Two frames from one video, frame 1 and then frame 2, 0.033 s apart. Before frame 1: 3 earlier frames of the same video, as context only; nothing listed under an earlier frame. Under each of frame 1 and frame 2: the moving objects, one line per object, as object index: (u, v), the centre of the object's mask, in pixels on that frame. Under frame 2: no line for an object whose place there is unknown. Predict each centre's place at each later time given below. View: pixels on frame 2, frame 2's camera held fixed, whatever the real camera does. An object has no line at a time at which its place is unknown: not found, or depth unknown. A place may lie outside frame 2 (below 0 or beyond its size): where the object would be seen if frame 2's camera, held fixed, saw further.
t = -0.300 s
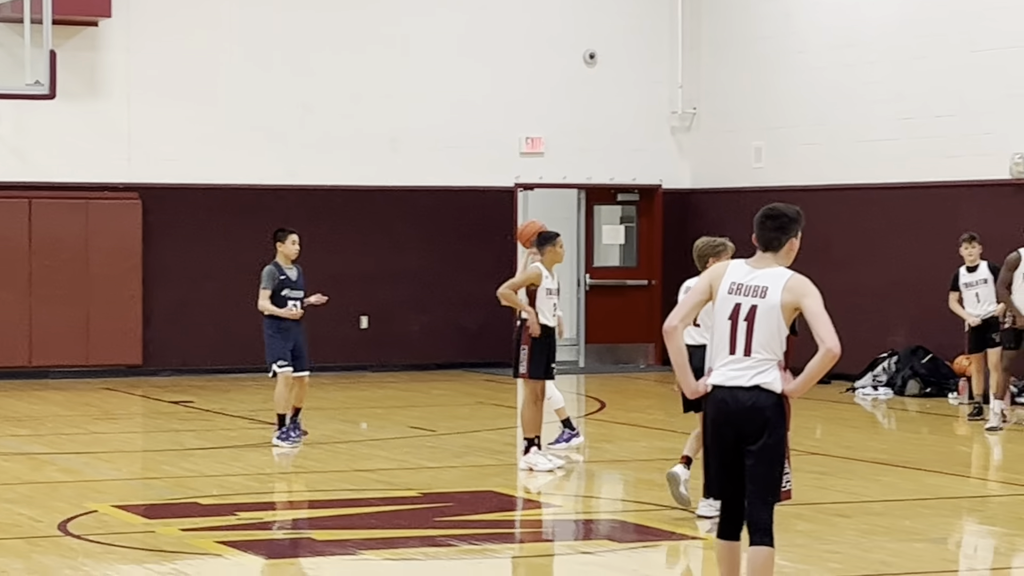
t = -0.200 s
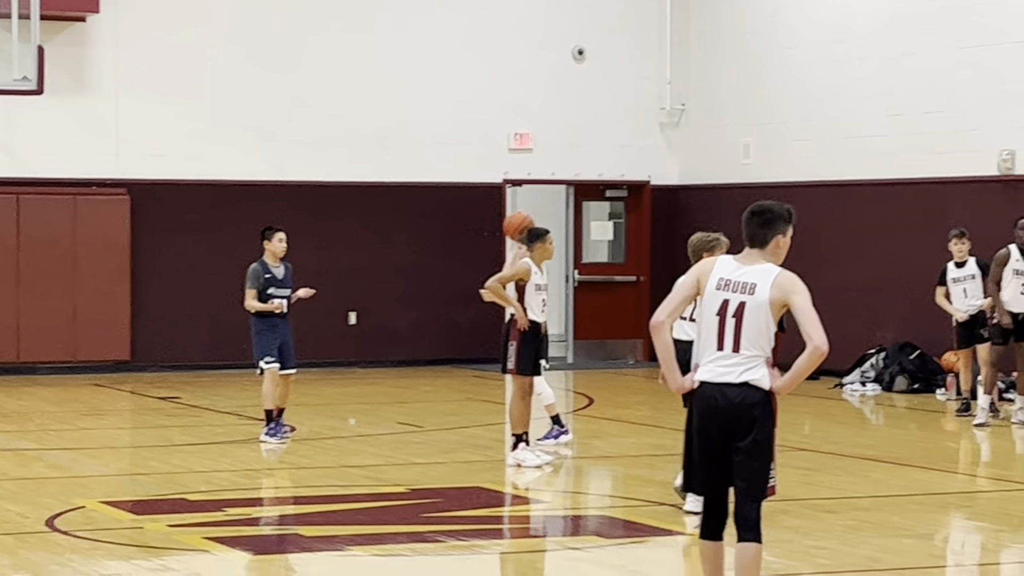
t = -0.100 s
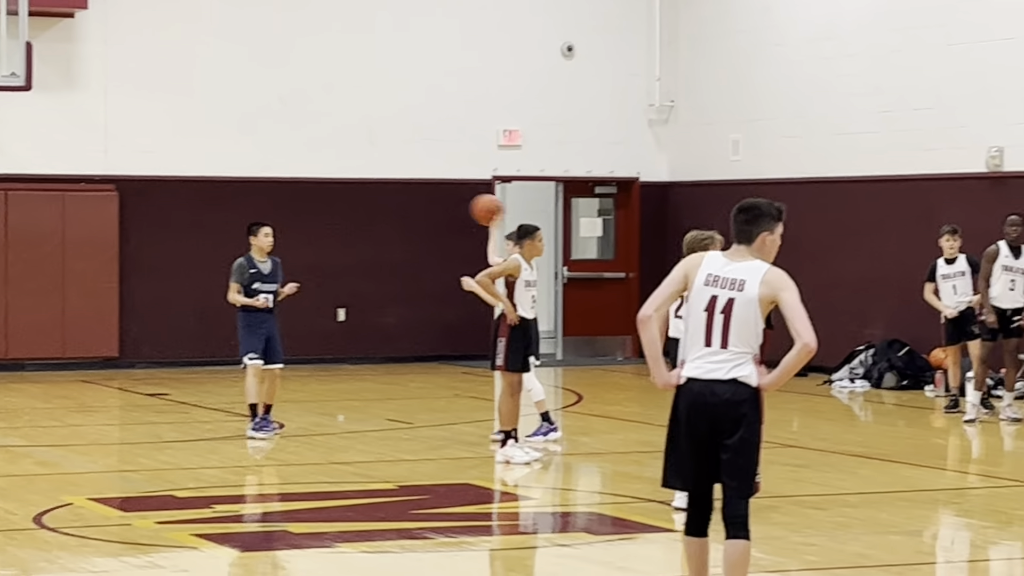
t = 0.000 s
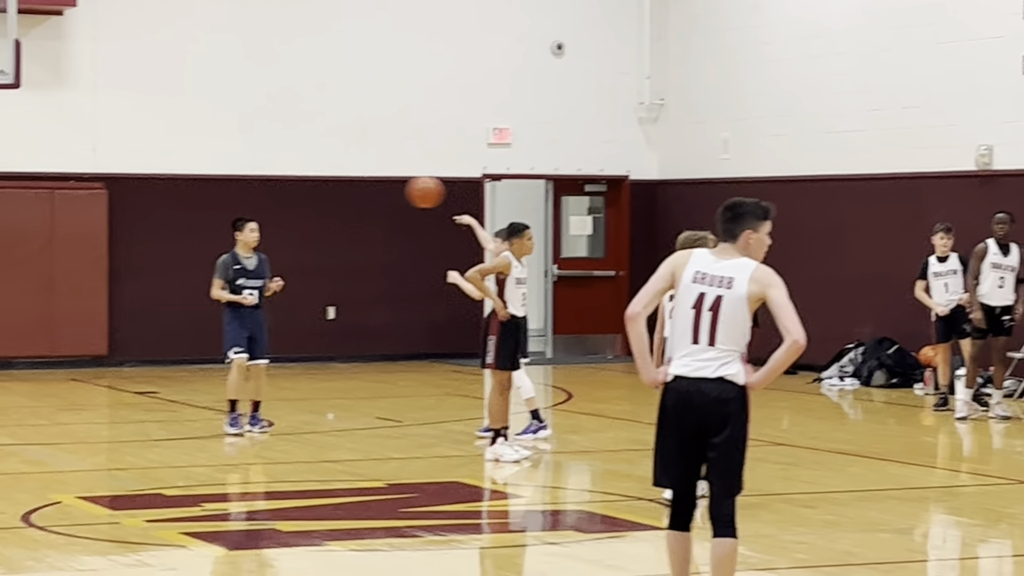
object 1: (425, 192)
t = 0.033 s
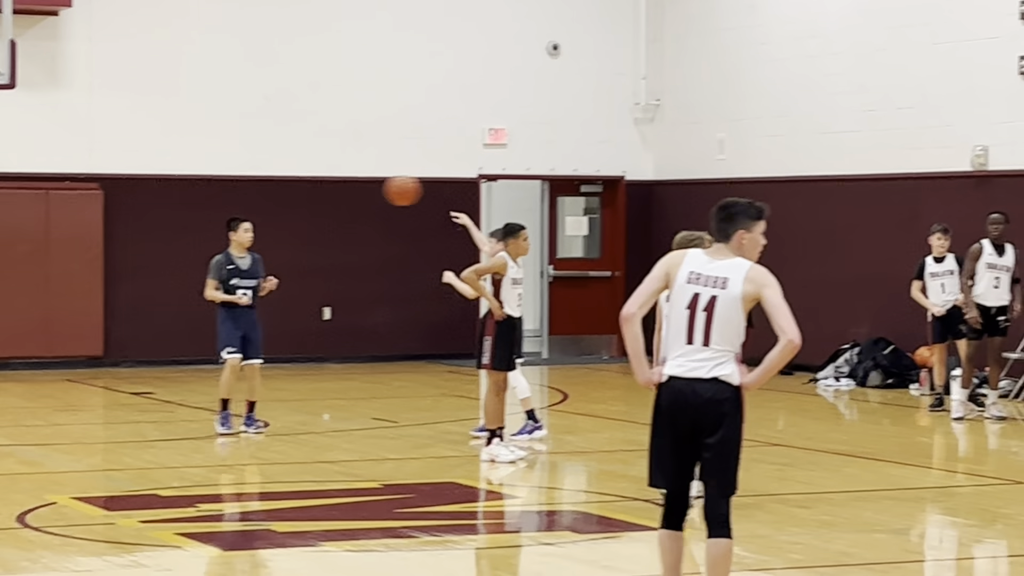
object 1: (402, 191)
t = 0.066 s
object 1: (384, 190)
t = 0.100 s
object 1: (366, 190)
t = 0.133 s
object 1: (350, 191)
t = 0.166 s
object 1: (334, 194)
